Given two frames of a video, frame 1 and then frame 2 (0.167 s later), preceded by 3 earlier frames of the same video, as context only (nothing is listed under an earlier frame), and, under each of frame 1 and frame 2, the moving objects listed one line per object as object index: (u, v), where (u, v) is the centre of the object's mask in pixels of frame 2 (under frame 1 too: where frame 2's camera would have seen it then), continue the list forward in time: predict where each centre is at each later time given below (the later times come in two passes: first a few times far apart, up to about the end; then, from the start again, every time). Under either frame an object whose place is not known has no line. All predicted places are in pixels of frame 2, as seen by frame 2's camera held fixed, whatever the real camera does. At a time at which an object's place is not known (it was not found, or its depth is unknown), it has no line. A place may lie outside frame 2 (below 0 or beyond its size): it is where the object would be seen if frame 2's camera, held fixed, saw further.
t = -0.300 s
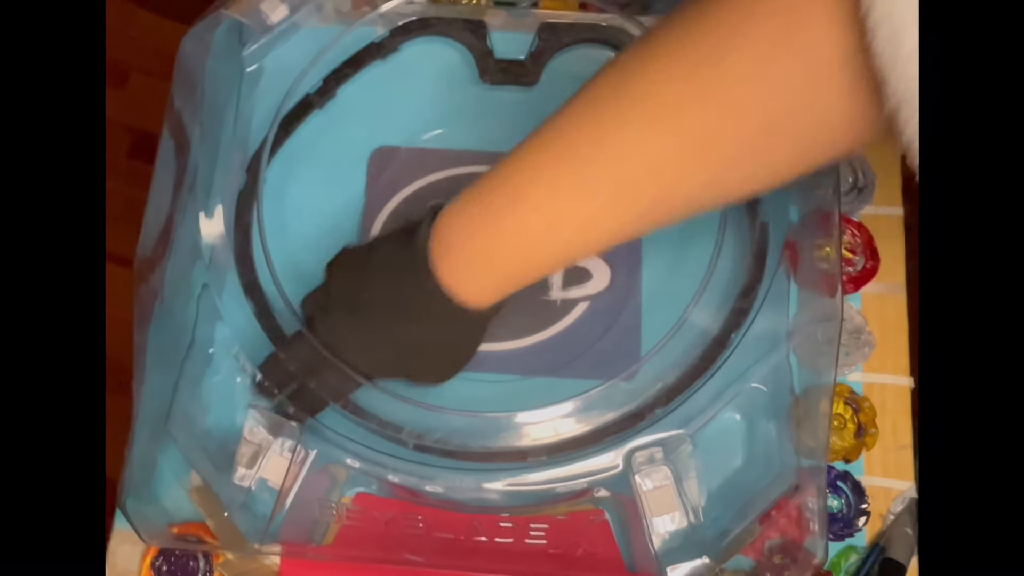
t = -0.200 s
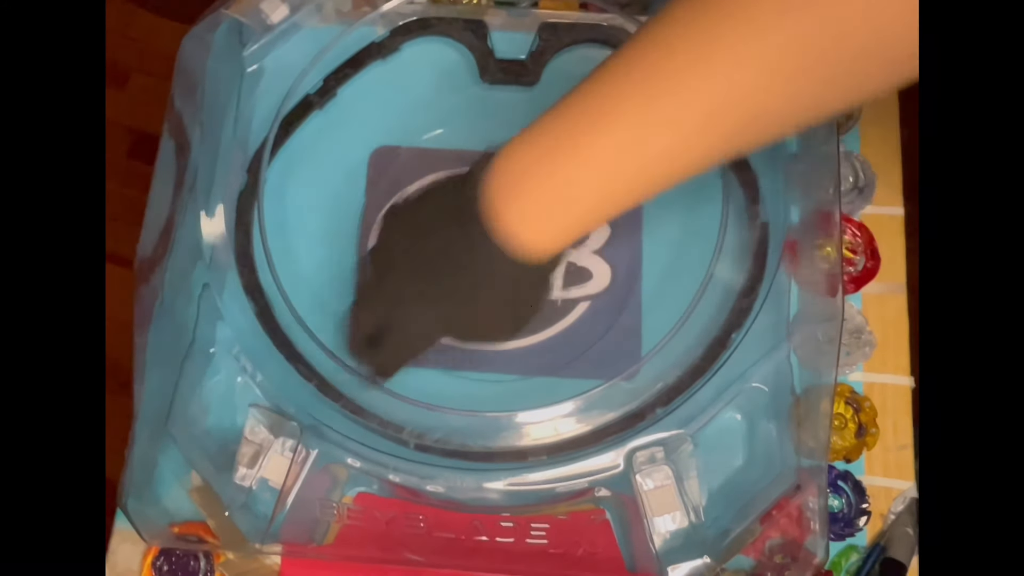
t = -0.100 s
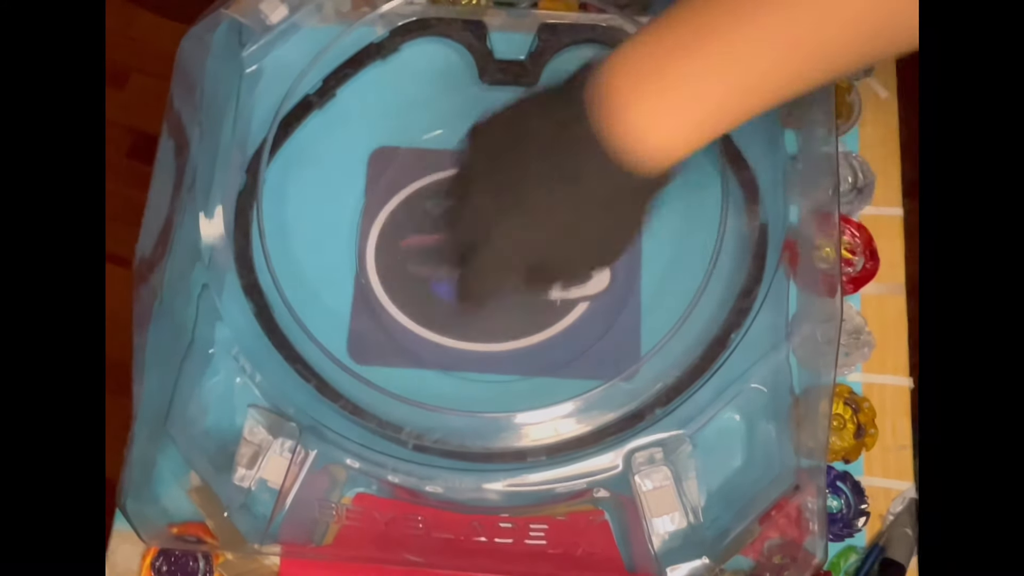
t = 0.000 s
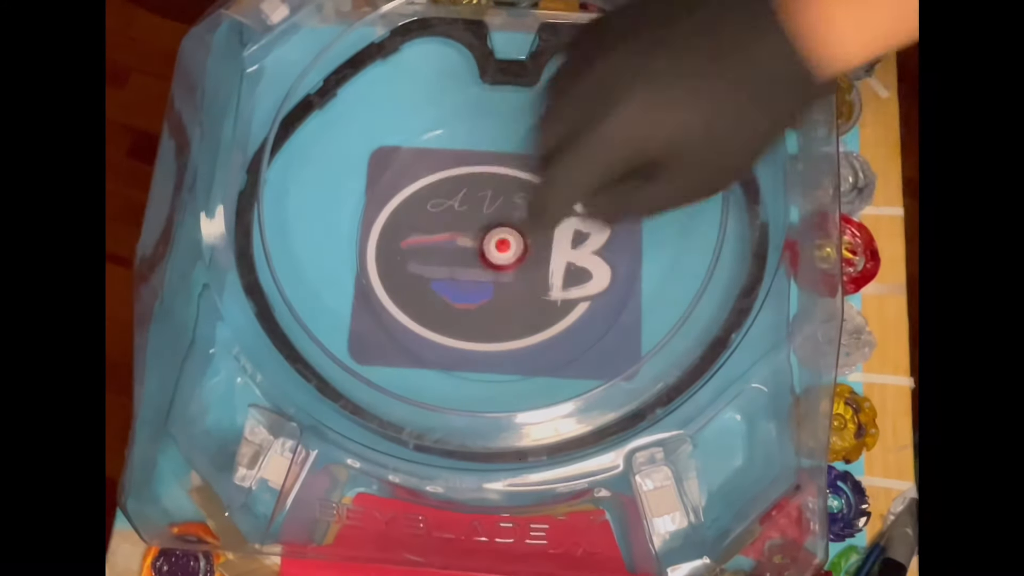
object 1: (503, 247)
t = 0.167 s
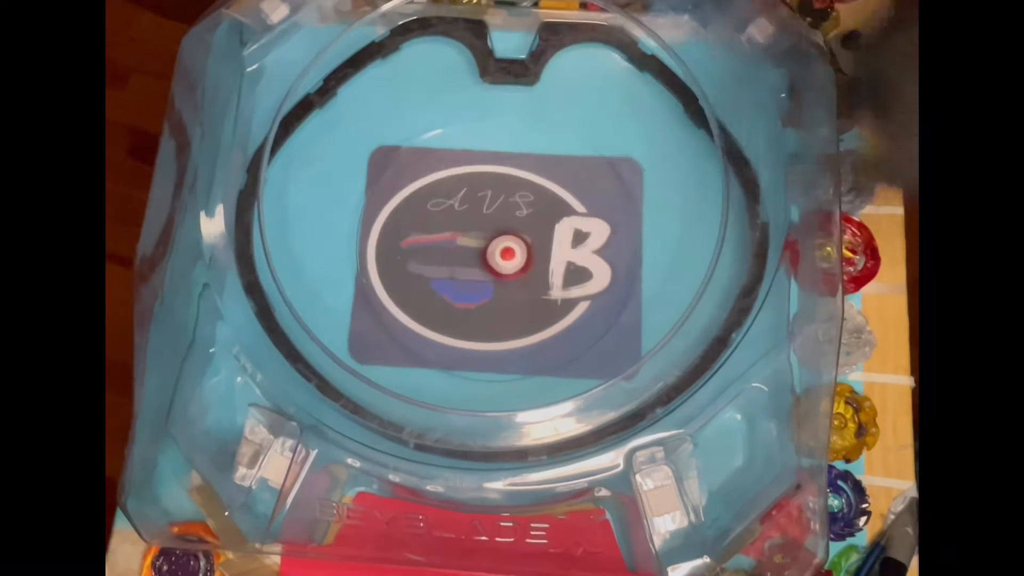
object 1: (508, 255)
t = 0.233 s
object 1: (510, 256)
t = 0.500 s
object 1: (512, 250)
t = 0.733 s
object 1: (503, 235)
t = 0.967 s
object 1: (492, 229)
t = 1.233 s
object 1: (489, 236)
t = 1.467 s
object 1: (502, 246)
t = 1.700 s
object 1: (517, 253)
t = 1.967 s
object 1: (529, 237)
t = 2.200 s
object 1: (506, 226)
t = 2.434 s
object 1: (480, 243)
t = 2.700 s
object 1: (489, 263)
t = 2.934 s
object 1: (503, 267)
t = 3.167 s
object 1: (510, 264)
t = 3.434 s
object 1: (515, 242)
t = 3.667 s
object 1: (501, 224)
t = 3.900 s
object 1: (495, 223)
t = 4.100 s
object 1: (490, 229)
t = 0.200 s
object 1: (509, 256)
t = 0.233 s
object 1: (510, 256)
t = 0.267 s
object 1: (510, 257)
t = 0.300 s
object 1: (511, 256)
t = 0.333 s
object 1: (512, 255)
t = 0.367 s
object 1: (512, 254)
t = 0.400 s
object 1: (512, 254)
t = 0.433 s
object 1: (513, 253)
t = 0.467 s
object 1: (513, 252)
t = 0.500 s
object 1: (512, 250)
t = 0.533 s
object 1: (510, 246)
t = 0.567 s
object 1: (510, 244)
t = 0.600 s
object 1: (509, 241)
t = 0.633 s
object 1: (508, 240)
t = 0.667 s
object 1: (505, 237)
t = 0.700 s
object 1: (504, 236)
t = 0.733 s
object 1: (503, 235)
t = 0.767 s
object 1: (501, 235)
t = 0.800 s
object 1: (501, 234)
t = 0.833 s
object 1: (500, 234)
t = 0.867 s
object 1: (496, 231)
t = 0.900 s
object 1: (495, 229)
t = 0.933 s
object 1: (494, 229)
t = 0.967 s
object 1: (492, 229)
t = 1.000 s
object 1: (491, 229)
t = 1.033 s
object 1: (490, 230)
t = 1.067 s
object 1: (490, 232)
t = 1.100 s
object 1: (489, 232)
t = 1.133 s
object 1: (489, 233)
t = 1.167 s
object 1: (488, 235)
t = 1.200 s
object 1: (489, 236)
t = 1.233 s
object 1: (489, 236)
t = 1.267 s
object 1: (491, 238)
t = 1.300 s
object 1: (492, 240)
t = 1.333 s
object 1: (493, 242)
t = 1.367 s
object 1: (496, 244)
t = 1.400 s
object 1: (498, 245)
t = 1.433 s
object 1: (499, 245)
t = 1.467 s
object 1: (502, 246)
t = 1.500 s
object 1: (504, 246)
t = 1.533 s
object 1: (505, 249)
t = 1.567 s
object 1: (507, 250)
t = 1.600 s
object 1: (509, 252)
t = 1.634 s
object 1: (512, 253)
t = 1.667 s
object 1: (514, 253)
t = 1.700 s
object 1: (517, 253)
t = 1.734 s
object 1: (520, 253)
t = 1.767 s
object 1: (523, 253)
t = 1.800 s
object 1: (525, 252)
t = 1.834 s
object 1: (527, 249)
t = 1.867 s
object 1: (528, 246)
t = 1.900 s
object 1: (529, 243)
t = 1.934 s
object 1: (529, 239)
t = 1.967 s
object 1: (529, 237)
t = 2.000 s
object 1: (527, 232)
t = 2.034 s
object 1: (525, 230)
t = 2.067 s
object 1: (521, 227)
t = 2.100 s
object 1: (518, 225)
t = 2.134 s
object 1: (513, 225)
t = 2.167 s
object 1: (509, 225)
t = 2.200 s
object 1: (506, 226)
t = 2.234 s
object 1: (499, 224)
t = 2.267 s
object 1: (494, 226)
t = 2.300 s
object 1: (490, 228)
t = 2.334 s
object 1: (487, 230)
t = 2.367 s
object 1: (484, 235)
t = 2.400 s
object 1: (481, 240)
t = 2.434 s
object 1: (480, 243)
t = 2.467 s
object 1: (481, 246)
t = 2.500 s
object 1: (481, 250)
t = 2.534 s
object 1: (483, 252)
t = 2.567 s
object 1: (485, 256)
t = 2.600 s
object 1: (486, 258)
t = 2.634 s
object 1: (487, 259)
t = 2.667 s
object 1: (488, 261)
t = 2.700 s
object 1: (489, 263)
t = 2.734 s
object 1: (491, 265)
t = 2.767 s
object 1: (493, 266)
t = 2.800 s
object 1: (496, 267)
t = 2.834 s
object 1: (499, 267)
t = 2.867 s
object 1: (500, 267)
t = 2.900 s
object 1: (501, 266)
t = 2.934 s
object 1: (503, 267)
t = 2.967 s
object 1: (504, 267)
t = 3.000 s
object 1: (506, 266)
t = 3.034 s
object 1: (507, 267)
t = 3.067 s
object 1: (508, 266)
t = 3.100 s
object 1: (509, 265)
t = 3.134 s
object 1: (510, 266)
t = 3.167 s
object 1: (510, 264)
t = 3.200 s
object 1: (511, 260)
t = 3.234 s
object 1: (512, 260)
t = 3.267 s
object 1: (512, 259)
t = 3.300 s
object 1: (513, 255)
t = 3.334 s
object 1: (513, 255)
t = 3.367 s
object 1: (514, 252)
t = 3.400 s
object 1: (515, 246)
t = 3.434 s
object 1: (515, 242)
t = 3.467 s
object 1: (516, 239)
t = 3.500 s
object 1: (515, 234)
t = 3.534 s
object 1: (513, 231)
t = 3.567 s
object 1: (510, 228)
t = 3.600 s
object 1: (508, 228)
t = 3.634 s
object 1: (505, 227)
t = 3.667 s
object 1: (501, 224)
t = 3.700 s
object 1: (499, 223)
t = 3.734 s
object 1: (497, 225)
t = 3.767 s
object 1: (496, 225)
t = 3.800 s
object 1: (495, 224)
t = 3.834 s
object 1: (495, 224)
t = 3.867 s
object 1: (495, 224)
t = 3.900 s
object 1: (495, 223)
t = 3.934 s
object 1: (496, 224)
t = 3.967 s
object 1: (495, 225)
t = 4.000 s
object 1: (492, 227)
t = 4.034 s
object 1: (491, 228)
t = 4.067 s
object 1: (491, 228)
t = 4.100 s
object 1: (490, 229)
